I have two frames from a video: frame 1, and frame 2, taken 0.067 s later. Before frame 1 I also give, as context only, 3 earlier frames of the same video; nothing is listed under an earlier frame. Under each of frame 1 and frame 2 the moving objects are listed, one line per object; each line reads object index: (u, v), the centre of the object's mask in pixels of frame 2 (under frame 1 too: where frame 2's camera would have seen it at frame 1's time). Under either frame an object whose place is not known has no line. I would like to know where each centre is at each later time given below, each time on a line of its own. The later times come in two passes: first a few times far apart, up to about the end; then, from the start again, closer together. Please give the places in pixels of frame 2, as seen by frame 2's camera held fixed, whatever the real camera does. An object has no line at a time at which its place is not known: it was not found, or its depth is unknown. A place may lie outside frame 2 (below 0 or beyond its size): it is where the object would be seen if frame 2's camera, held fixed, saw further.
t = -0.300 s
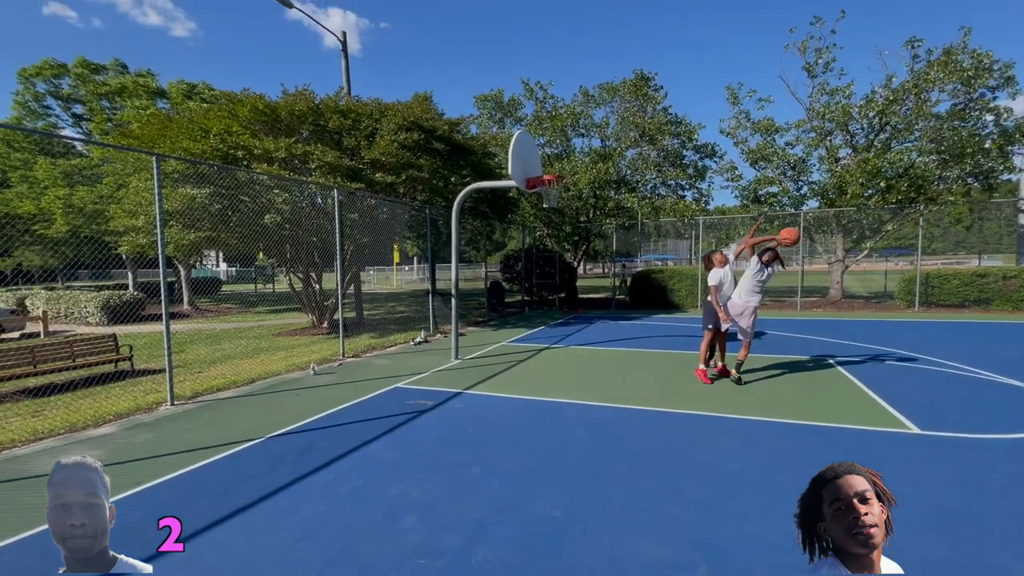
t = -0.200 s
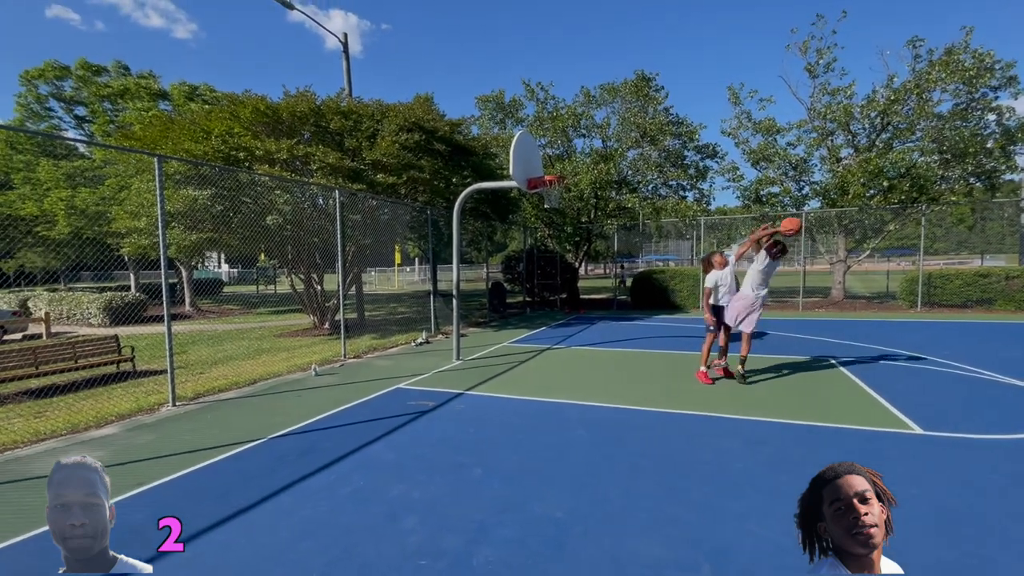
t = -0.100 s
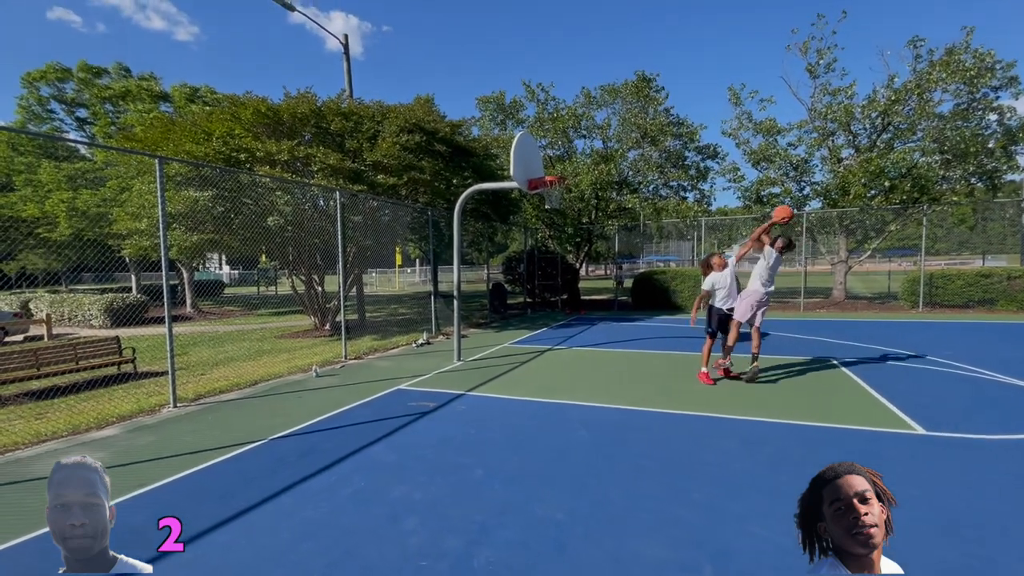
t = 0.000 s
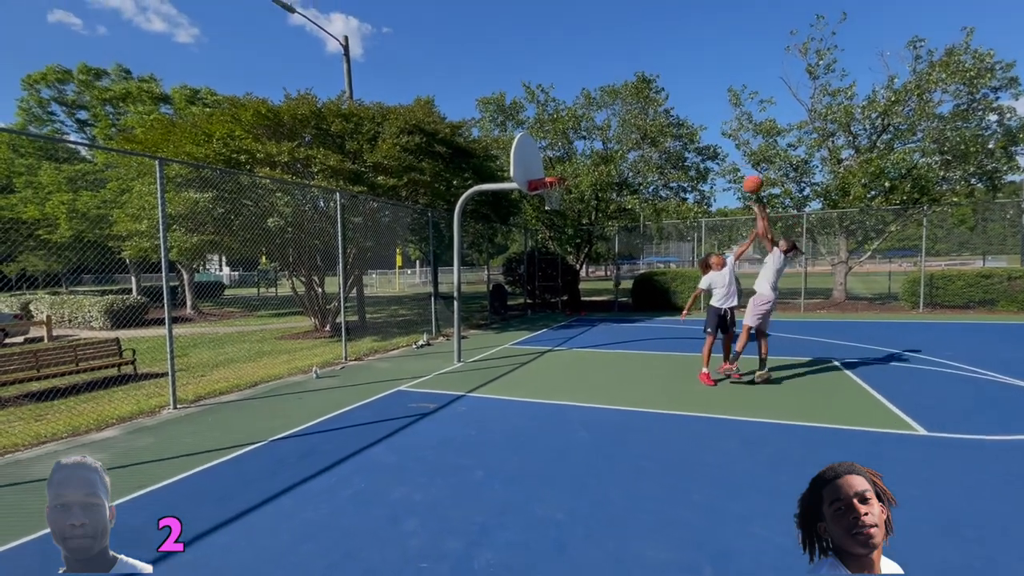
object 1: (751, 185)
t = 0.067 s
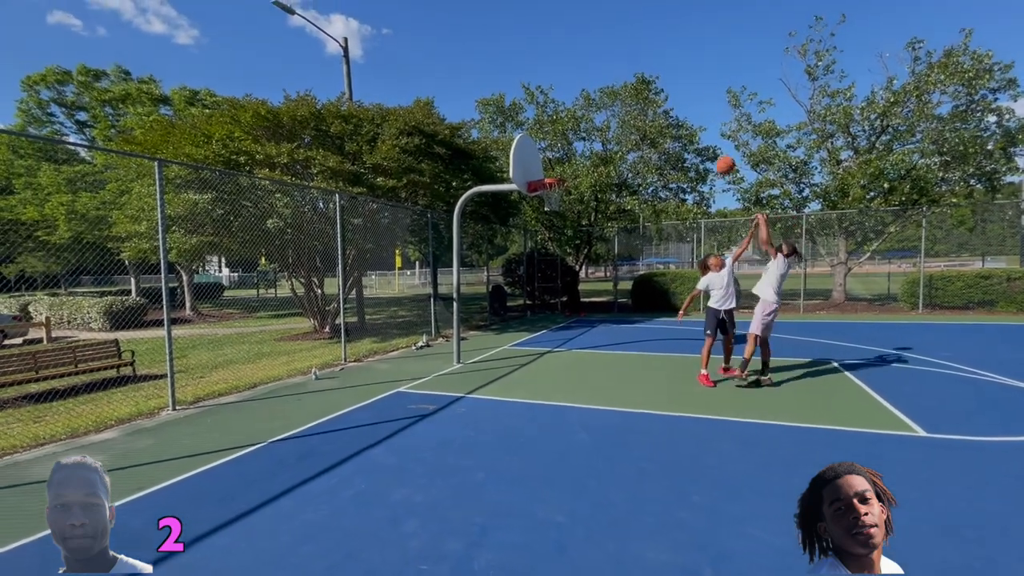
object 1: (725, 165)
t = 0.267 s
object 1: (648, 129)
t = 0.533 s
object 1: (562, 129)
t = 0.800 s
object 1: (549, 161)
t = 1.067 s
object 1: (598, 227)
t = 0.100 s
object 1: (711, 156)
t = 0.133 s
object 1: (699, 149)
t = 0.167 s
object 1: (686, 143)
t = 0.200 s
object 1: (673, 137)
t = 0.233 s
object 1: (661, 132)
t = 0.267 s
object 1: (648, 129)
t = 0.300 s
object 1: (637, 126)
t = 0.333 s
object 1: (626, 124)
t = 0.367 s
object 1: (615, 123)
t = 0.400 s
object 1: (604, 123)
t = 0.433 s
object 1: (593, 123)
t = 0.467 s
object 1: (582, 124)
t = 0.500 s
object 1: (572, 127)
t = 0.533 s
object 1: (562, 129)
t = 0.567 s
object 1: (552, 132)
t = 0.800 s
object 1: (549, 161)
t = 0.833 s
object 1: (555, 165)
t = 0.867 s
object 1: (561, 173)
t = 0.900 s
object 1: (568, 180)
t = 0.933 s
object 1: (574, 187)
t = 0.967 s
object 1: (580, 197)
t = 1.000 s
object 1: (586, 206)
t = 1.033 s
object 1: (593, 216)
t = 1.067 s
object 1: (598, 227)
